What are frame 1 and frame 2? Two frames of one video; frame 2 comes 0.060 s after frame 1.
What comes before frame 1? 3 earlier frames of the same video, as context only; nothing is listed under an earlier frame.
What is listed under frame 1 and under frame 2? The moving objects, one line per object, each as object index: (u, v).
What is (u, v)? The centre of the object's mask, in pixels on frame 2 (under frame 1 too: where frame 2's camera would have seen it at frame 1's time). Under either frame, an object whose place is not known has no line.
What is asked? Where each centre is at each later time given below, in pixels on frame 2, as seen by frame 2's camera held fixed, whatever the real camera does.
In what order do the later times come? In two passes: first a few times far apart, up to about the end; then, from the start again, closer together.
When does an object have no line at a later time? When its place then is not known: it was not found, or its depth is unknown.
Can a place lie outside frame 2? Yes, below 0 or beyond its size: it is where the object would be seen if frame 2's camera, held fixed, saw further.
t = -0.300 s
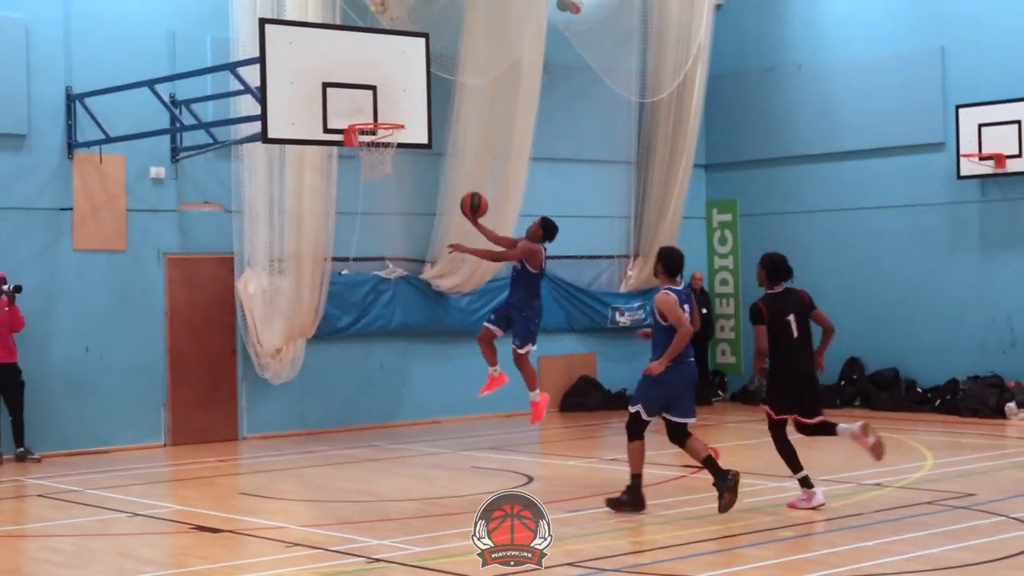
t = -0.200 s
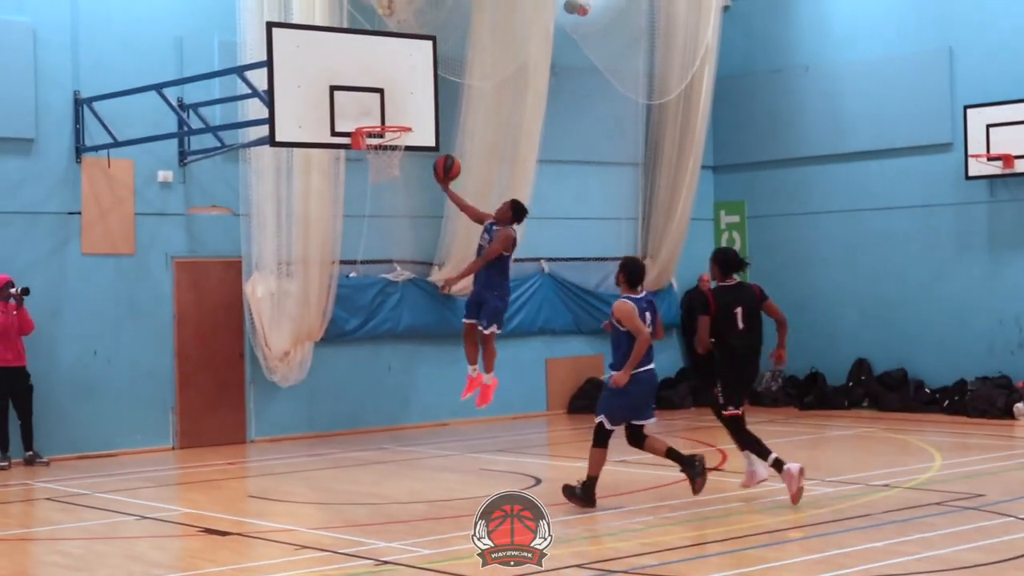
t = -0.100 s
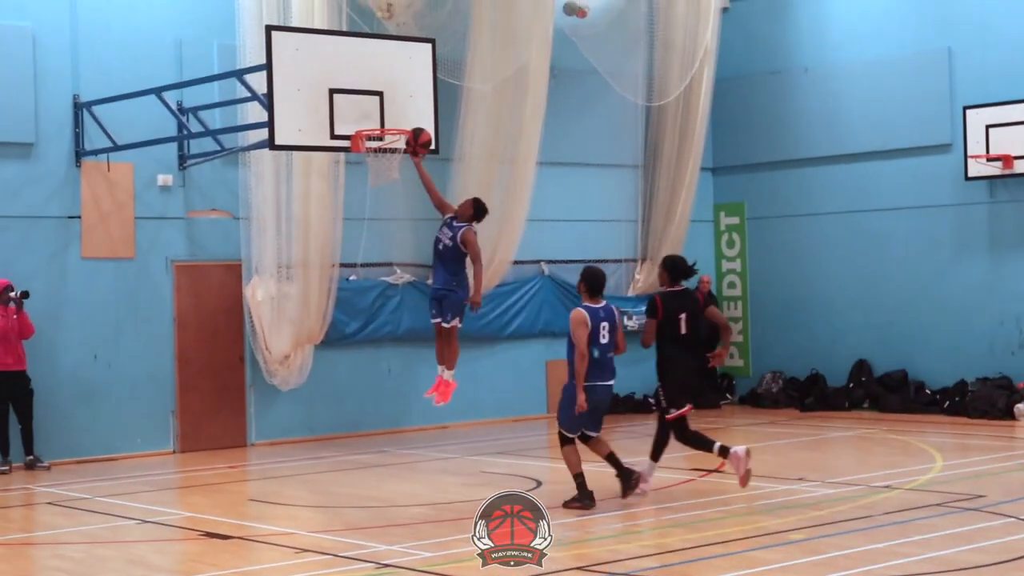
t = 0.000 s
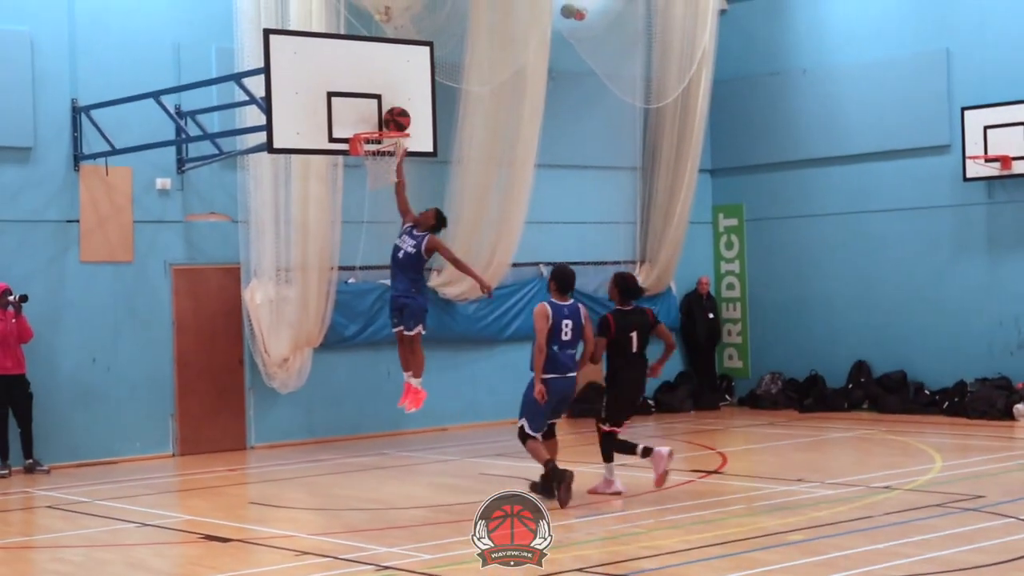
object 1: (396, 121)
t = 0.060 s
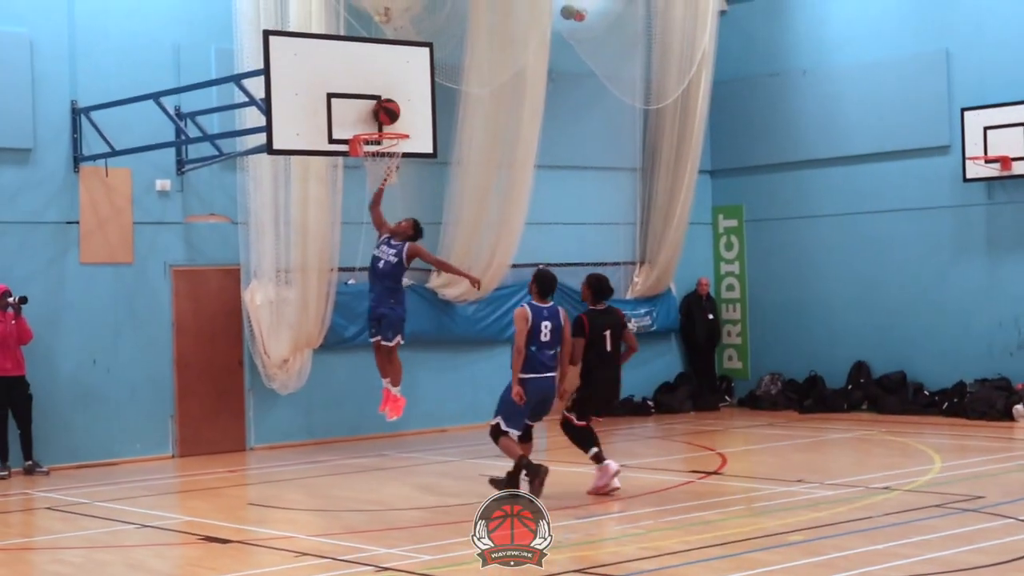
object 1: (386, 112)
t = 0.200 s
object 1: (385, 102)
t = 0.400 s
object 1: (385, 126)
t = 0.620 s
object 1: (384, 179)
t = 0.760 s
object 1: (386, 216)
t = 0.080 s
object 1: (386, 109)
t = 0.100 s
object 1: (386, 107)
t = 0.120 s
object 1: (386, 105)
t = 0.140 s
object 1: (386, 104)
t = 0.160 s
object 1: (385, 103)
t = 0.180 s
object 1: (385, 102)
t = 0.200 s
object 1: (385, 102)
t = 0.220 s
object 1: (385, 103)
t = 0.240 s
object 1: (385, 103)
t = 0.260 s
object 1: (385, 105)
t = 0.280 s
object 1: (385, 107)
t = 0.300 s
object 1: (385, 109)
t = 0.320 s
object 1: (385, 111)
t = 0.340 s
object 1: (385, 115)
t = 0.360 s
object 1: (385, 118)
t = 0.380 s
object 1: (384, 121)
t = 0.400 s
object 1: (385, 126)
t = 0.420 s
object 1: (384, 132)
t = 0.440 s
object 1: (384, 138)
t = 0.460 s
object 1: (384, 147)
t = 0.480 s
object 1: (384, 150)
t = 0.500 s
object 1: (384, 155)
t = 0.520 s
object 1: (385, 161)
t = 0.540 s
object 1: (384, 164)
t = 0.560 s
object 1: (381, 172)
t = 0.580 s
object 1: (385, 177)
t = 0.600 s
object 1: (385, 177)
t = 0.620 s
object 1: (384, 179)
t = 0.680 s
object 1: (384, 191)
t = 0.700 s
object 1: (385, 197)
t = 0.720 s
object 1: (385, 203)
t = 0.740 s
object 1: (385, 209)
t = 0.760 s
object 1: (386, 216)
